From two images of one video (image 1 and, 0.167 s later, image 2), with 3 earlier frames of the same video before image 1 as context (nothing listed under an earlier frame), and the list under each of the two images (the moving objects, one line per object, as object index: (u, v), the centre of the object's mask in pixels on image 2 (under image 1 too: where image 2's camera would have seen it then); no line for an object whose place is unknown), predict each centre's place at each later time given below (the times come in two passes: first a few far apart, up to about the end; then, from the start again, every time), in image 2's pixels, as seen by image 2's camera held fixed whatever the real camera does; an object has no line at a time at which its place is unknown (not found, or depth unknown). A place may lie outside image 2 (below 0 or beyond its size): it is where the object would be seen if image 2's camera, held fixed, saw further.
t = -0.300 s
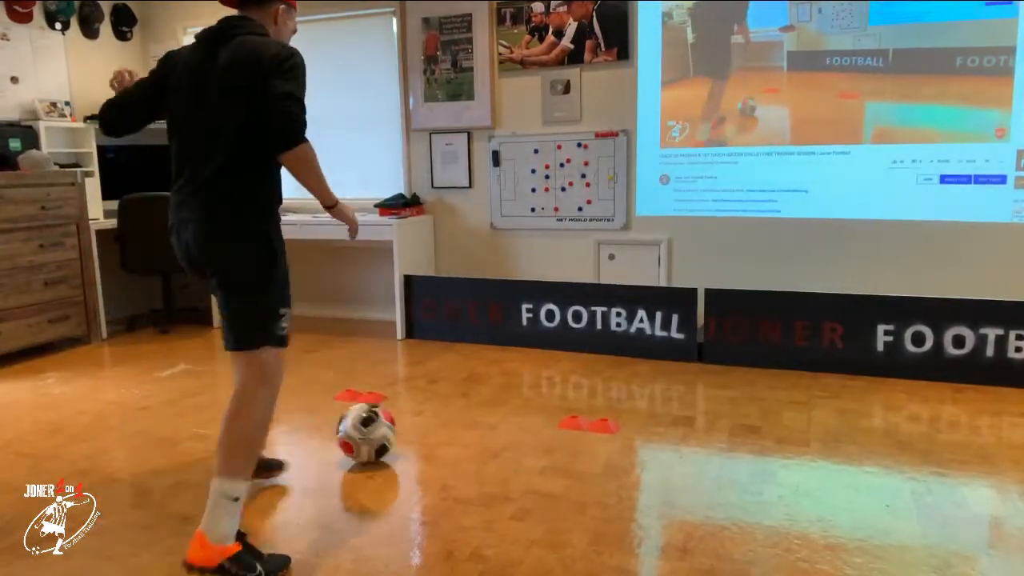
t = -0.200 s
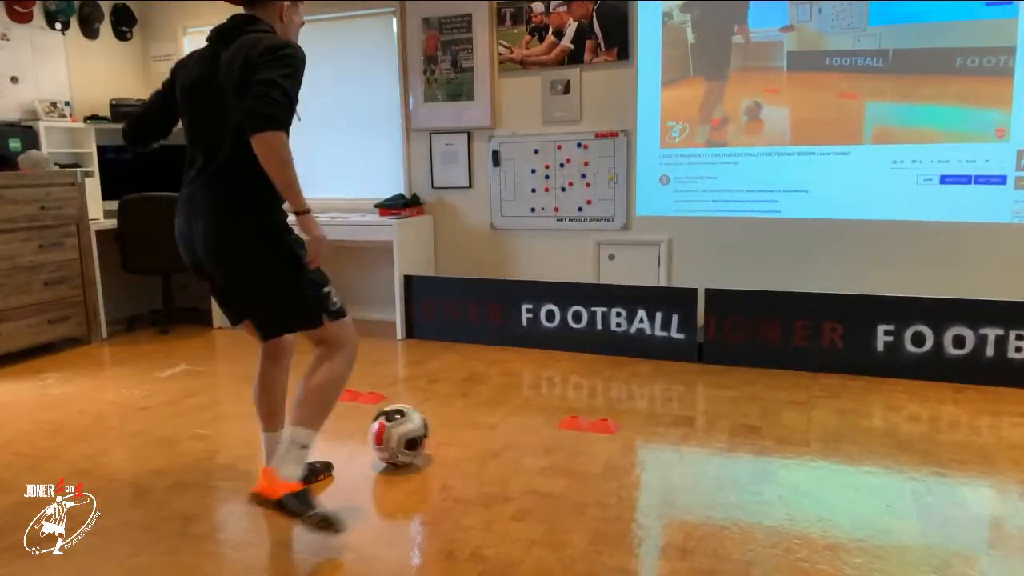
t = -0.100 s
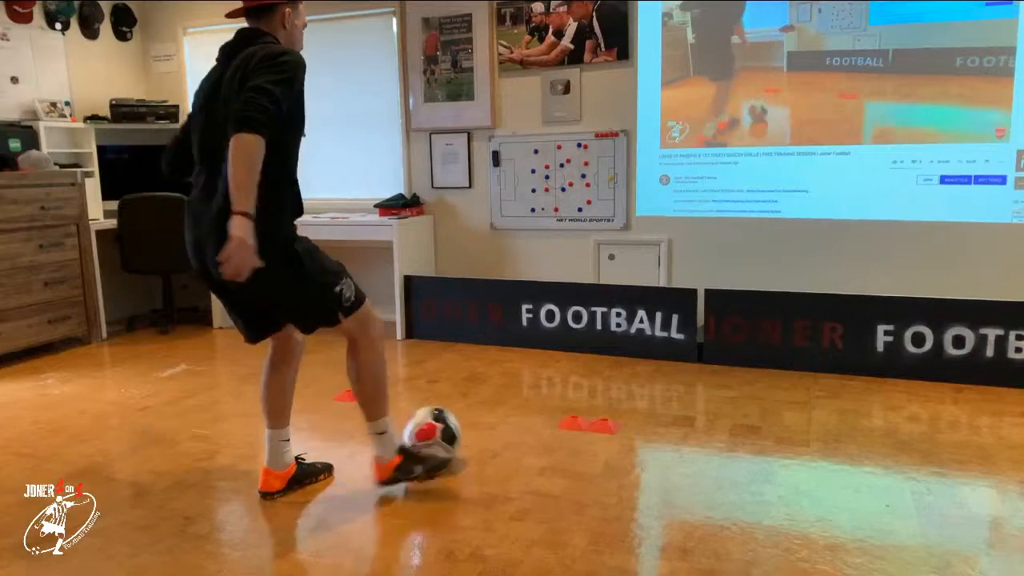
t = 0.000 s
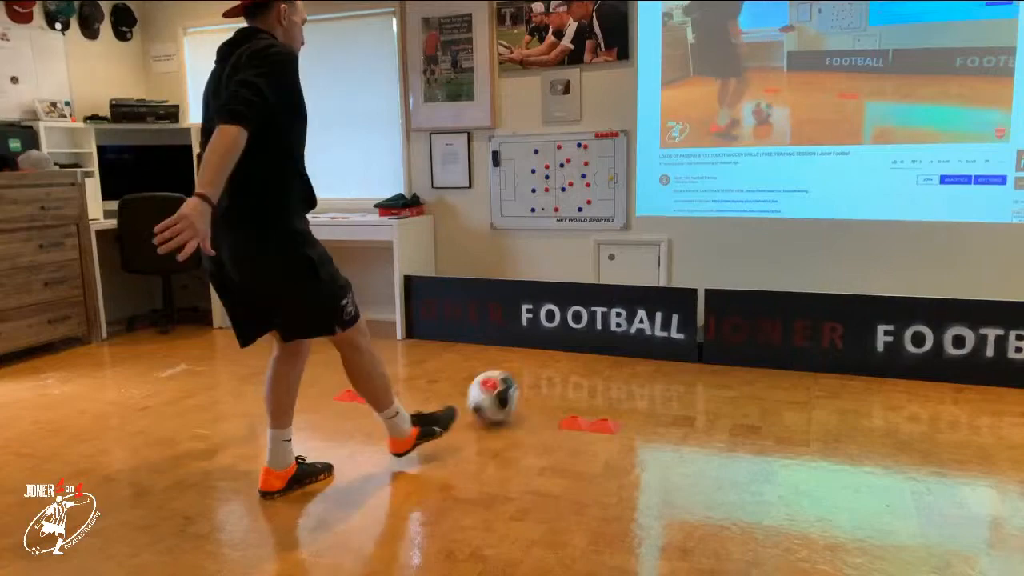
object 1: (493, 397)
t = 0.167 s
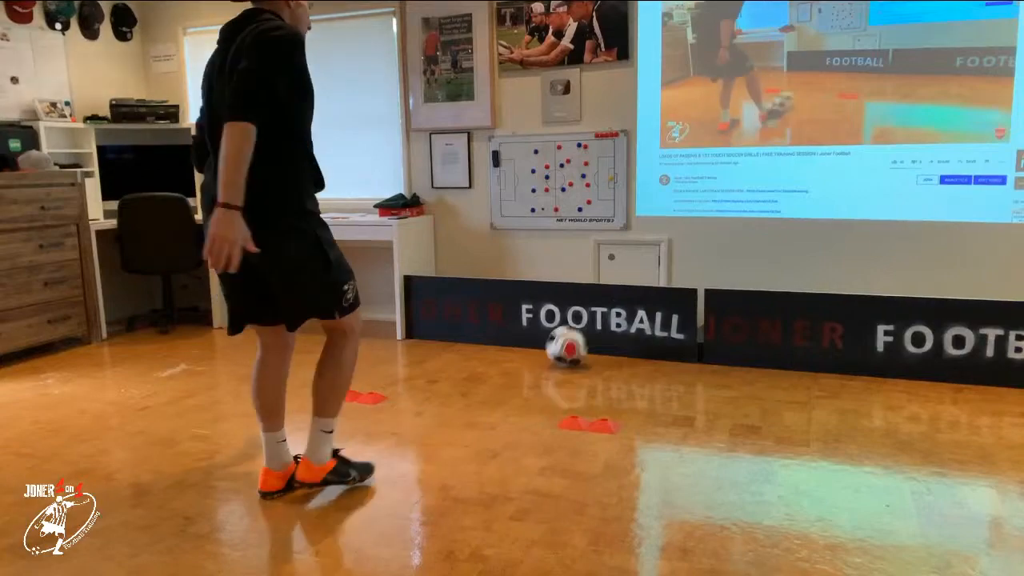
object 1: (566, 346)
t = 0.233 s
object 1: (574, 339)
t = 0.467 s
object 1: (520, 370)
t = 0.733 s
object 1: (467, 406)
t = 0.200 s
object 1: (576, 340)
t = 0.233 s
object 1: (574, 339)
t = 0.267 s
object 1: (566, 340)
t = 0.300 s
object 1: (558, 344)
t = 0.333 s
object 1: (550, 351)
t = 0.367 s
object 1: (542, 360)
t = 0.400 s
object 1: (535, 363)
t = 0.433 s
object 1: (527, 365)
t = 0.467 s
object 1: (520, 370)
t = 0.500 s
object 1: (512, 377)
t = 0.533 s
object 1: (505, 382)
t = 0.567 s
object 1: (498, 384)
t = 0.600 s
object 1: (491, 388)
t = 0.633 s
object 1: (485, 394)
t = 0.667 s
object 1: (479, 396)
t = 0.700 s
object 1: (473, 400)
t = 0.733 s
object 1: (467, 406)
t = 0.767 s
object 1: (461, 409)
